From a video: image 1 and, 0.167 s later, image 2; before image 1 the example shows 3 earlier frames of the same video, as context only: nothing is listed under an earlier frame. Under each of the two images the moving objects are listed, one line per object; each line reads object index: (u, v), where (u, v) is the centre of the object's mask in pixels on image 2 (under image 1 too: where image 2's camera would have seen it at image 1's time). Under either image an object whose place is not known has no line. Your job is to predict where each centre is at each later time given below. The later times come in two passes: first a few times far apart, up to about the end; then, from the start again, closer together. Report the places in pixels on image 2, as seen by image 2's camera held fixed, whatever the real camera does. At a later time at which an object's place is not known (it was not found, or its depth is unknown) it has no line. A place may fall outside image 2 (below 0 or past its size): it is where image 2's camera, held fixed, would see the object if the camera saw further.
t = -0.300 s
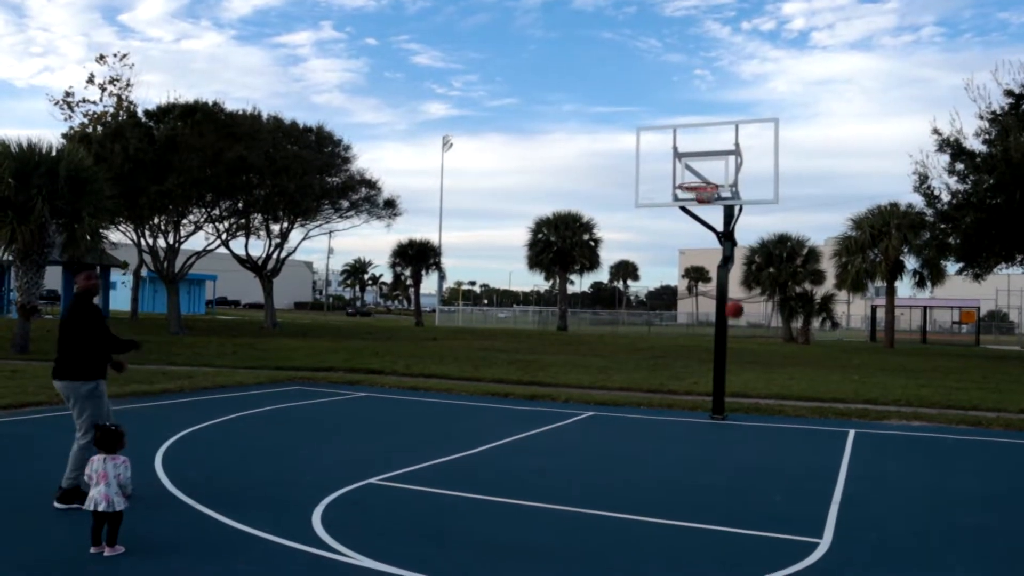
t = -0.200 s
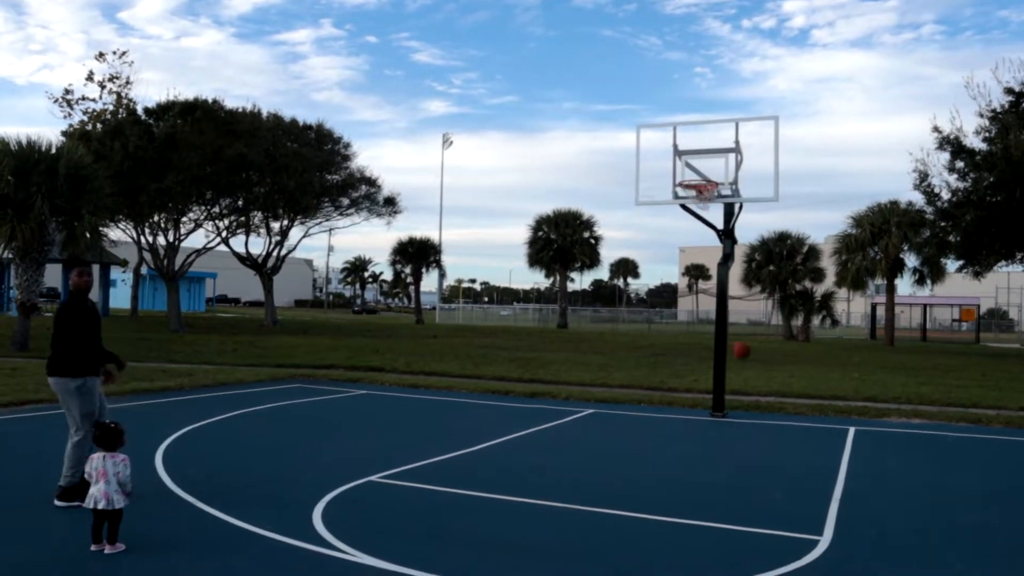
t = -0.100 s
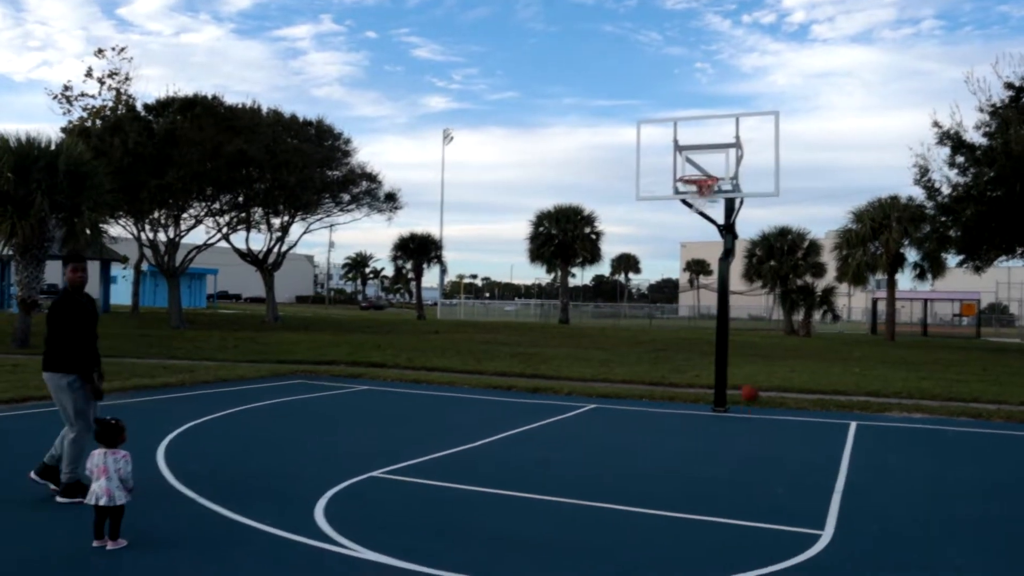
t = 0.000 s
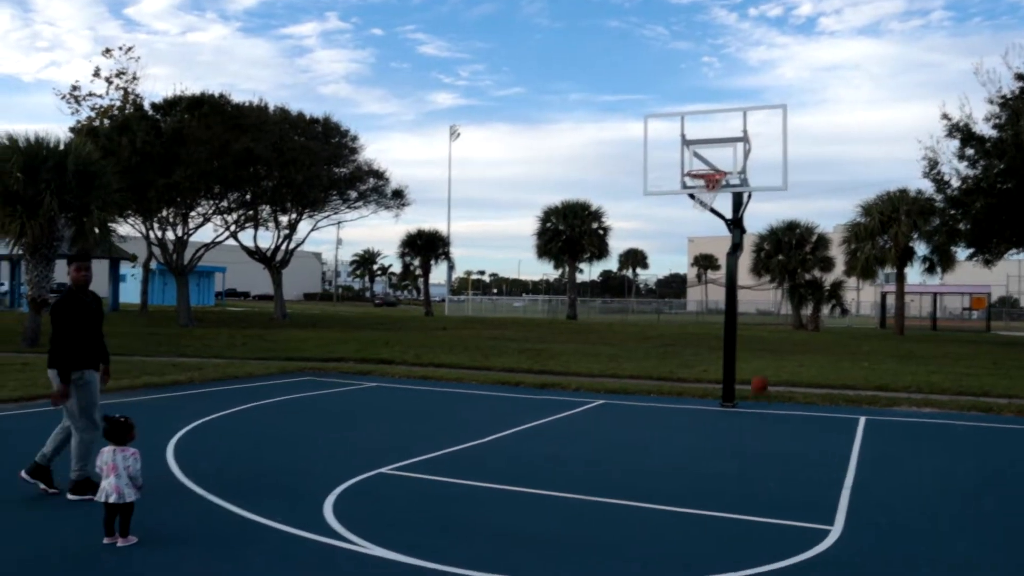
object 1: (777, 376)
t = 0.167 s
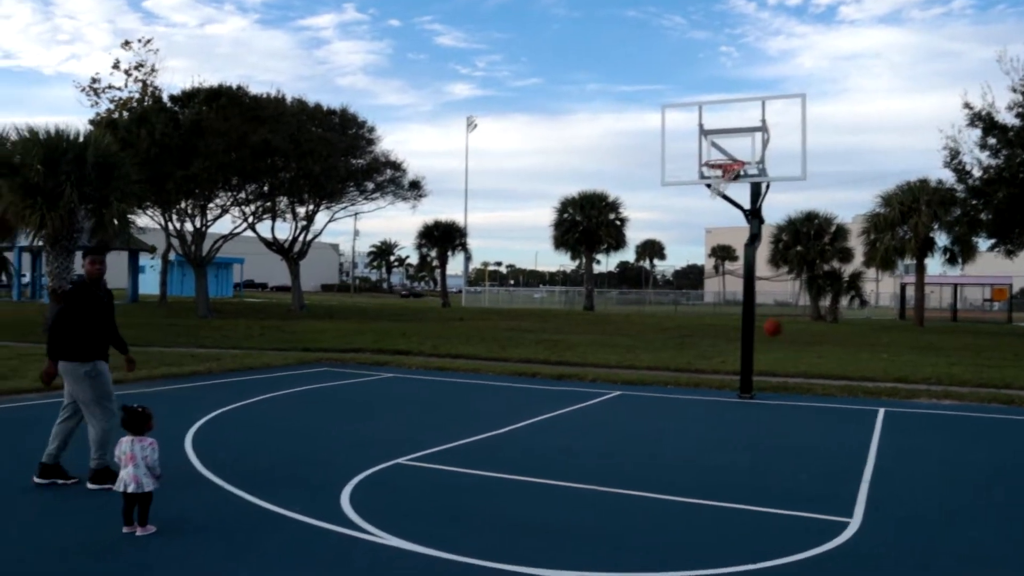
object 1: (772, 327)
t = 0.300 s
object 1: (769, 302)
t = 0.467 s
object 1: (763, 290)
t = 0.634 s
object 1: (757, 297)
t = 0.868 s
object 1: (747, 343)
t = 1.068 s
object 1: (740, 393)
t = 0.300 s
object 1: (769, 302)
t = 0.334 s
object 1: (768, 298)
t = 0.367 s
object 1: (767, 295)
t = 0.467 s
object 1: (763, 290)
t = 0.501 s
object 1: (762, 289)
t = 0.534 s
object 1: (761, 290)
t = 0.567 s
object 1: (760, 292)
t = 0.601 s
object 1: (758, 294)
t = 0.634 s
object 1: (757, 297)
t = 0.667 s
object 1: (756, 301)
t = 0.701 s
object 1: (755, 306)
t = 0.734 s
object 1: (754, 311)
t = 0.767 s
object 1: (752, 318)
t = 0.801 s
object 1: (751, 325)
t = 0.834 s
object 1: (749, 333)
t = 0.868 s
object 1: (747, 343)
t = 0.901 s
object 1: (746, 352)
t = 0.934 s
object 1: (744, 363)
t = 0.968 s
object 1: (743, 374)
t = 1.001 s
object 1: (742, 388)
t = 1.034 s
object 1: (741, 400)
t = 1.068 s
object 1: (740, 393)
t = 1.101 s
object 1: (739, 384)
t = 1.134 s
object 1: (738, 376)
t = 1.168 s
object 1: (738, 369)
